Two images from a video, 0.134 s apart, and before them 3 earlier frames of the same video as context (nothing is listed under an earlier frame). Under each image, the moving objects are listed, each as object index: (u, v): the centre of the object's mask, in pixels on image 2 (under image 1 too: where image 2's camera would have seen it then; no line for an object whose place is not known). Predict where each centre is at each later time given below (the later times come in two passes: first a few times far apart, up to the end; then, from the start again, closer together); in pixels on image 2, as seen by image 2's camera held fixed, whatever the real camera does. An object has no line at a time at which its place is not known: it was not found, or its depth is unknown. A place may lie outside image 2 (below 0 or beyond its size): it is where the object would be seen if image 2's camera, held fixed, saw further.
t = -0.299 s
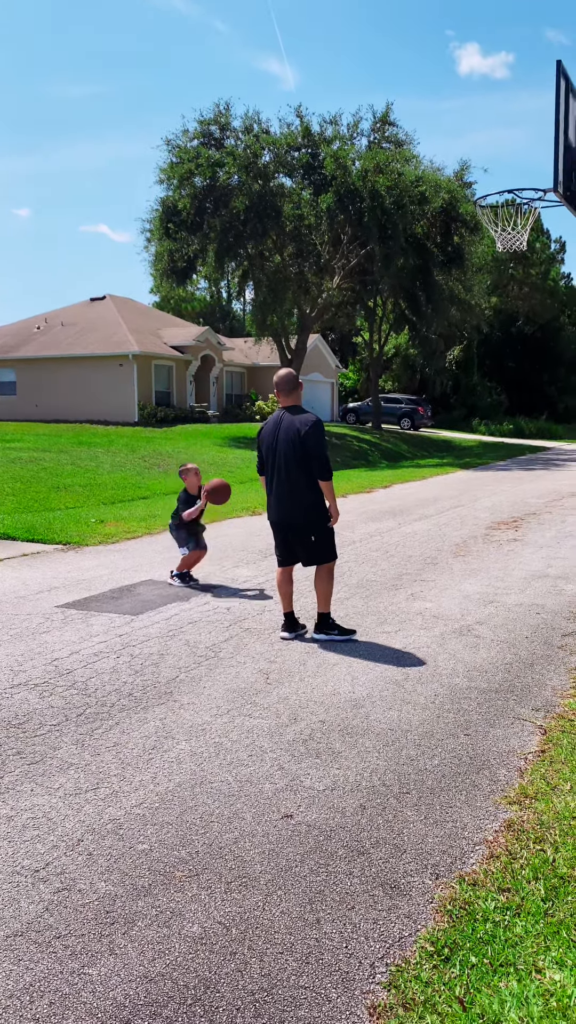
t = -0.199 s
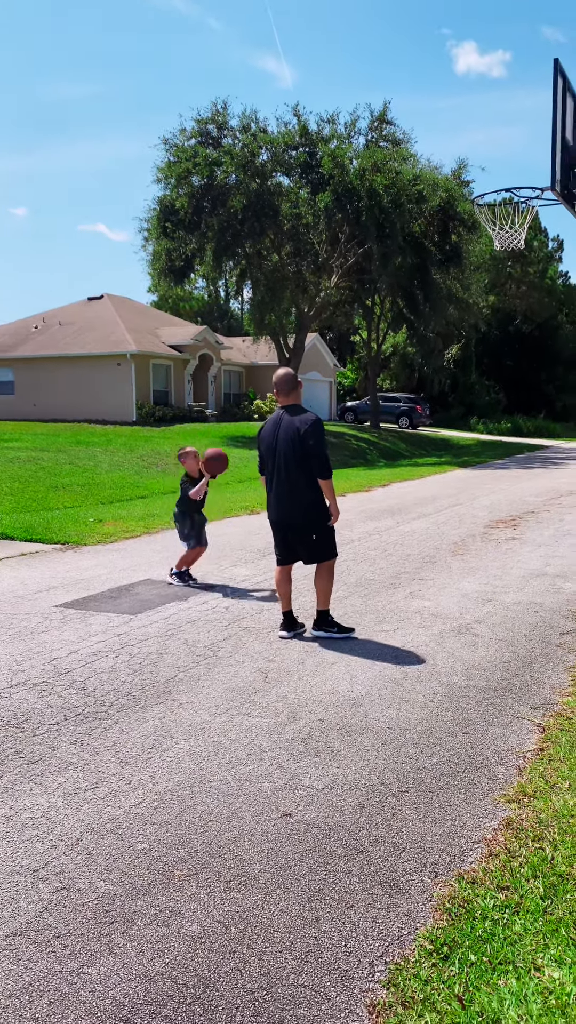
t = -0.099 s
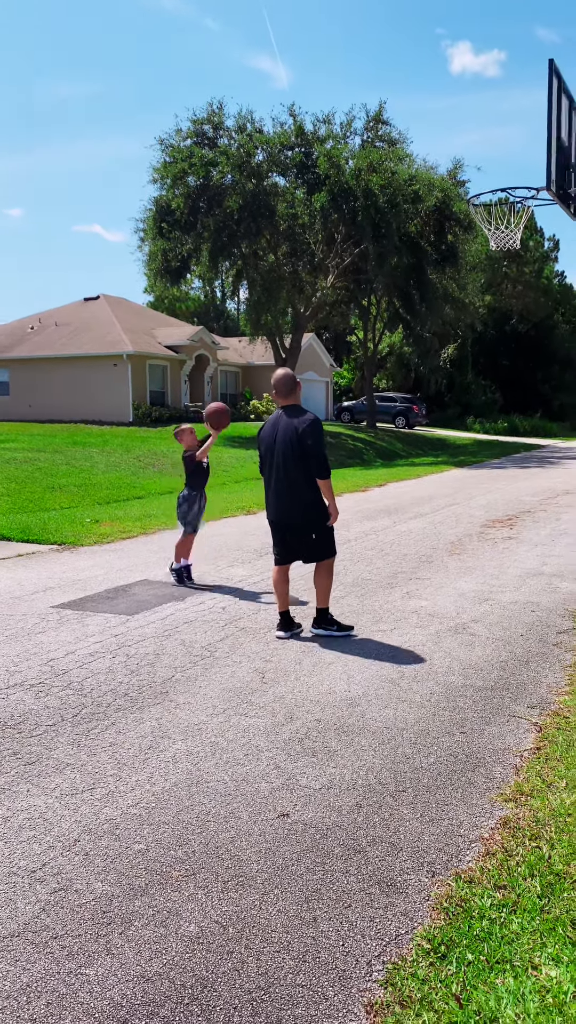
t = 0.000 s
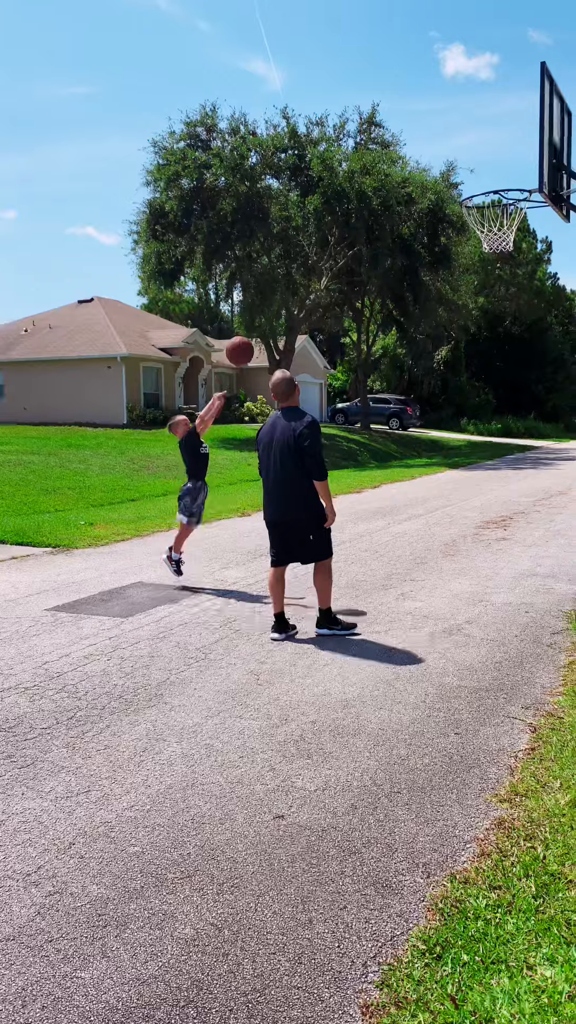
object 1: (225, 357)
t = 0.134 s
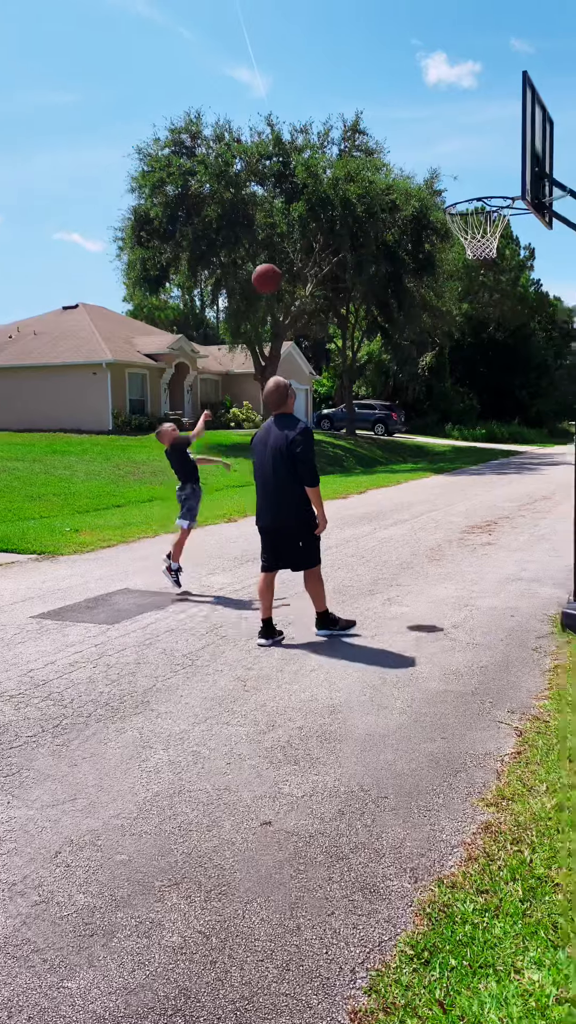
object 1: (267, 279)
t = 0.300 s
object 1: (321, 210)
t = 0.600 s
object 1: (427, 170)
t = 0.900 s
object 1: (498, 236)
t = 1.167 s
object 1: (455, 320)
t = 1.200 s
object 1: (450, 337)
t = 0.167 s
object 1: (277, 263)
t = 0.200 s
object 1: (288, 248)
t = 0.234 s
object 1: (298, 233)
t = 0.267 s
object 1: (310, 220)
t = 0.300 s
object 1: (321, 210)
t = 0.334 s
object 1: (331, 200)
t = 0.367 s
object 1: (343, 190)
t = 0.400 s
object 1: (355, 184)
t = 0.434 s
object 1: (366, 176)
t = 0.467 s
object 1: (379, 172)
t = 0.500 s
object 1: (390, 169)
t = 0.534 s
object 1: (402, 168)
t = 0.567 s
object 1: (414, 168)
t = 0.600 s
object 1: (427, 170)
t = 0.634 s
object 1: (439, 174)
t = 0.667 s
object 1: (451, 179)
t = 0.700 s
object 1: (463, 185)
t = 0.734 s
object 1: (476, 194)
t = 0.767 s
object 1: (489, 204)
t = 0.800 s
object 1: (500, 216)
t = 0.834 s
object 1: (506, 226)
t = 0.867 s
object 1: (504, 230)
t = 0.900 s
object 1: (498, 236)
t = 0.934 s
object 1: (494, 240)
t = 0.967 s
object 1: (488, 248)
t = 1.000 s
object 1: (485, 259)
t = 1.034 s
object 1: (477, 266)
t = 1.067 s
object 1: (471, 278)
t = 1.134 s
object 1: (460, 304)
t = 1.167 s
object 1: (455, 320)
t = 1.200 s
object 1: (450, 337)
